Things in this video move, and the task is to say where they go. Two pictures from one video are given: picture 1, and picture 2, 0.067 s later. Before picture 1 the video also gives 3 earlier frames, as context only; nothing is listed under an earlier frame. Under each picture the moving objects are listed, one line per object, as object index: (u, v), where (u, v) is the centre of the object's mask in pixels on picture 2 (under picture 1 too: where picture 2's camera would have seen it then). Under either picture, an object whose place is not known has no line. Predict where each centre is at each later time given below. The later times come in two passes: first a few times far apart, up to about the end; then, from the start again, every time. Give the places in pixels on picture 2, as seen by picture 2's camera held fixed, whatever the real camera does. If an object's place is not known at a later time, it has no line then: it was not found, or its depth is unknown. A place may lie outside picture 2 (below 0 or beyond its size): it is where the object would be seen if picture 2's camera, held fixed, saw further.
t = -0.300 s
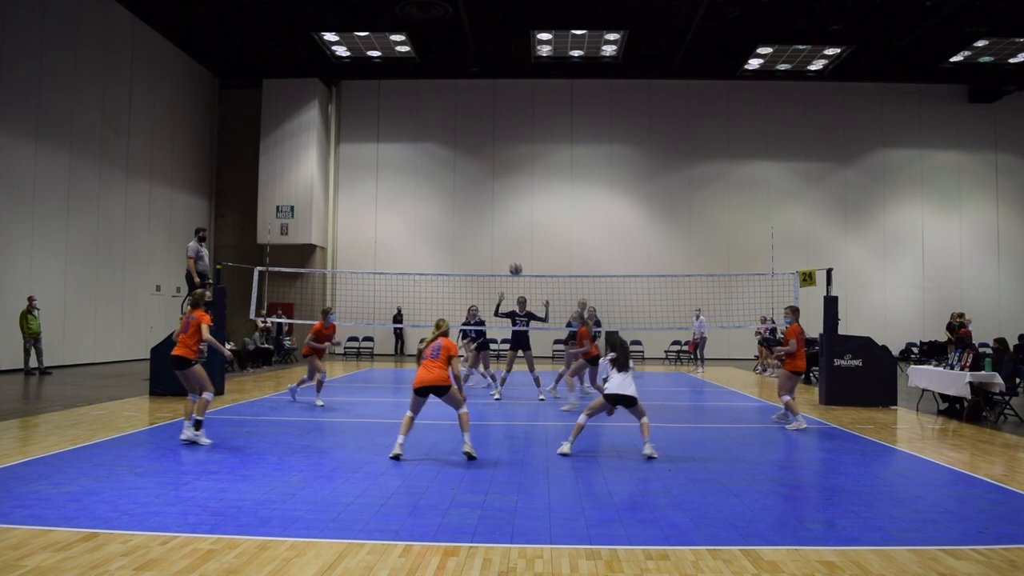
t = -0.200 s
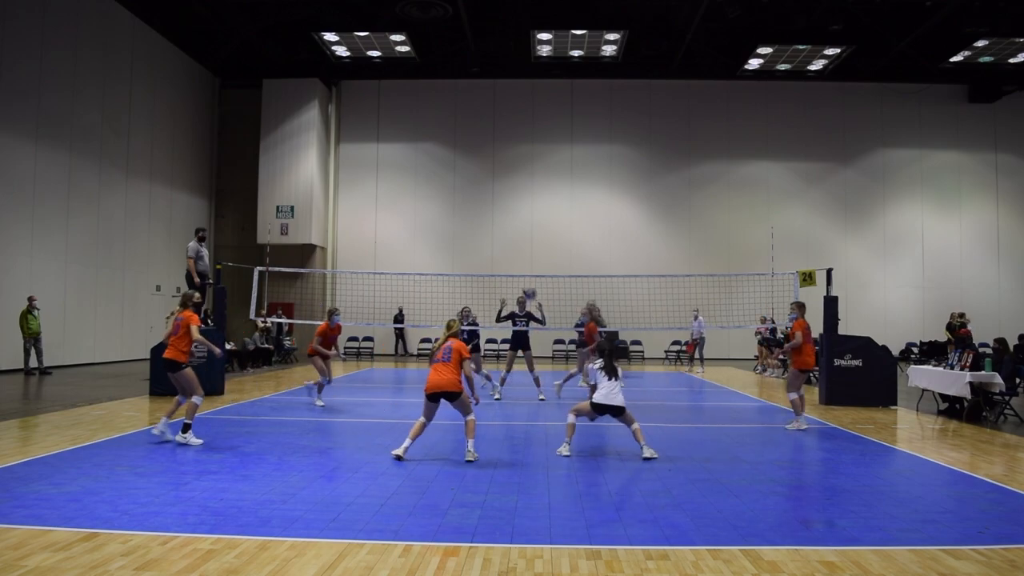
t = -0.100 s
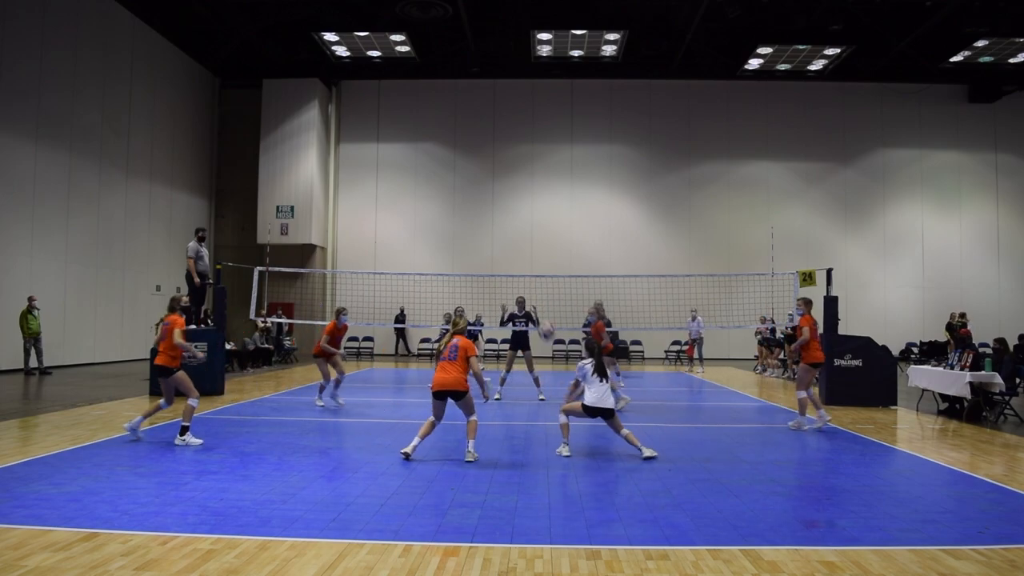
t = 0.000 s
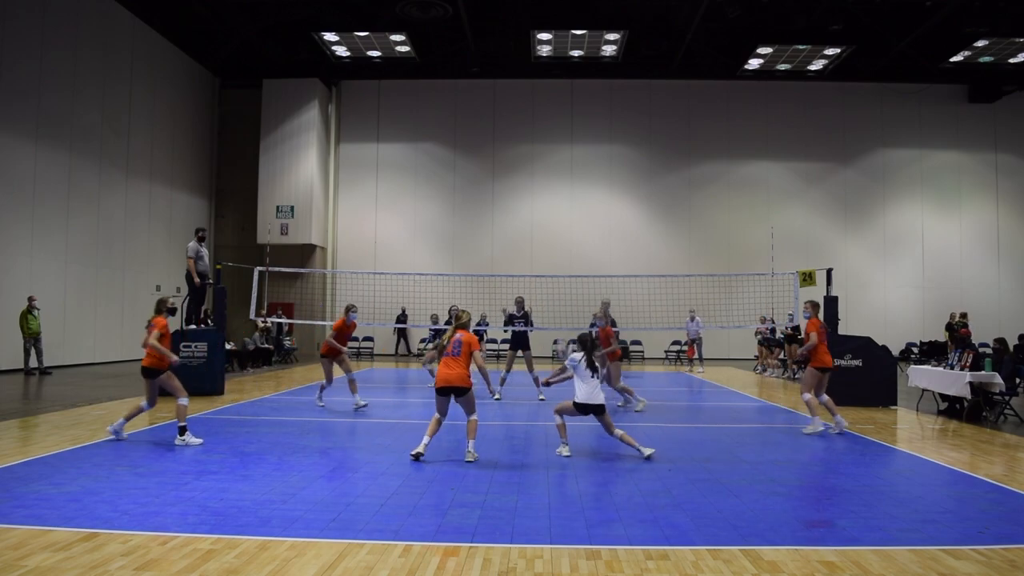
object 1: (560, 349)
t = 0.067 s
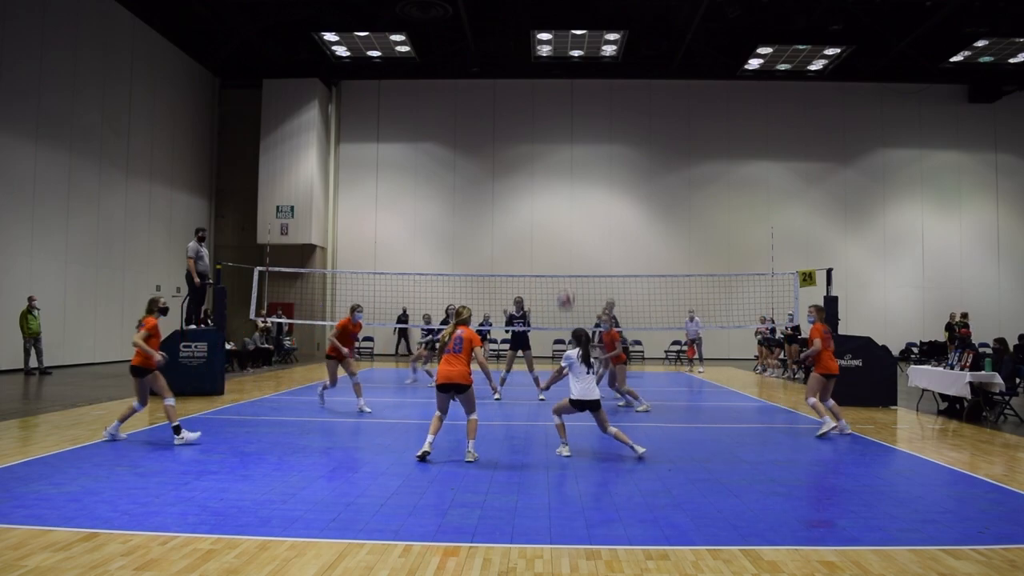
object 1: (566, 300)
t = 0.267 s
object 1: (572, 182)
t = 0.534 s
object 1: (581, 96)
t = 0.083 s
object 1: (566, 288)
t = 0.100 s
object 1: (567, 275)
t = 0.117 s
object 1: (567, 264)
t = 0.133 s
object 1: (568, 254)
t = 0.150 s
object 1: (568, 244)
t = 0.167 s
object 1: (569, 234)
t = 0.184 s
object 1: (569, 224)
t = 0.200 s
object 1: (570, 215)
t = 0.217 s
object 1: (570, 206)
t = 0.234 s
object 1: (571, 198)
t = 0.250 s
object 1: (571, 190)
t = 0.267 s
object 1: (572, 182)
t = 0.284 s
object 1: (573, 175)
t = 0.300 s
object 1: (574, 167)
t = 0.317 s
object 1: (574, 161)
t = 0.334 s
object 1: (574, 154)
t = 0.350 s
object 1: (574, 147)
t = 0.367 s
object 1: (576, 142)
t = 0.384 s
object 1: (576, 136)
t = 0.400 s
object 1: (577, 131)
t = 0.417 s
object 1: (577, 125)
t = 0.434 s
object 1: (578, 120)
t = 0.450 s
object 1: (579, 115)
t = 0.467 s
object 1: (579, 111)
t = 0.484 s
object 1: (579, 107)
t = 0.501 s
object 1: (580, 103)
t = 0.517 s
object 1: (581, 100)
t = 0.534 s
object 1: (581, 96)
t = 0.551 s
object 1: (582, 93)
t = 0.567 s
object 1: (583, 89)
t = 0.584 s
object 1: (583, 87)
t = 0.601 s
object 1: (583, 84)
